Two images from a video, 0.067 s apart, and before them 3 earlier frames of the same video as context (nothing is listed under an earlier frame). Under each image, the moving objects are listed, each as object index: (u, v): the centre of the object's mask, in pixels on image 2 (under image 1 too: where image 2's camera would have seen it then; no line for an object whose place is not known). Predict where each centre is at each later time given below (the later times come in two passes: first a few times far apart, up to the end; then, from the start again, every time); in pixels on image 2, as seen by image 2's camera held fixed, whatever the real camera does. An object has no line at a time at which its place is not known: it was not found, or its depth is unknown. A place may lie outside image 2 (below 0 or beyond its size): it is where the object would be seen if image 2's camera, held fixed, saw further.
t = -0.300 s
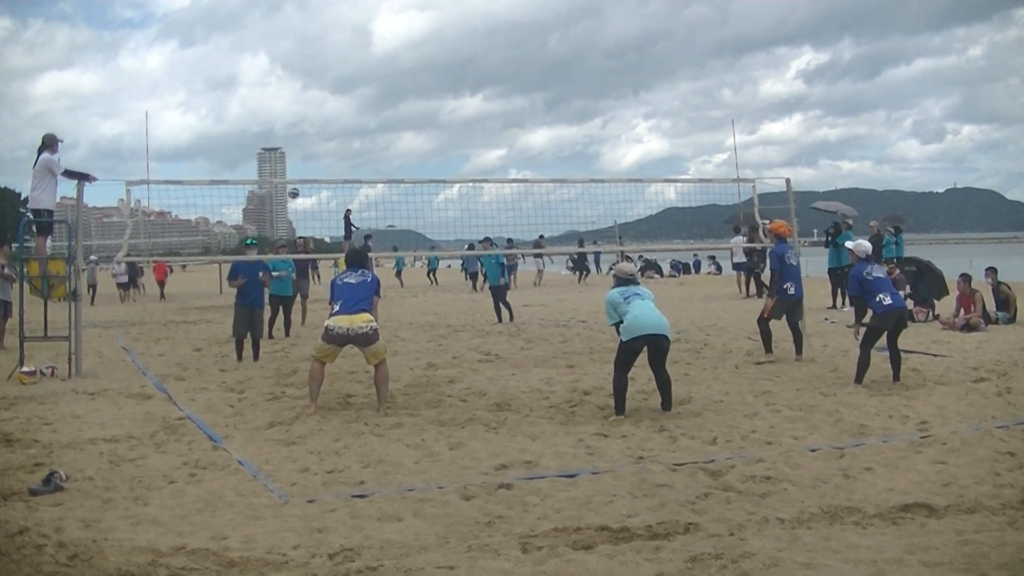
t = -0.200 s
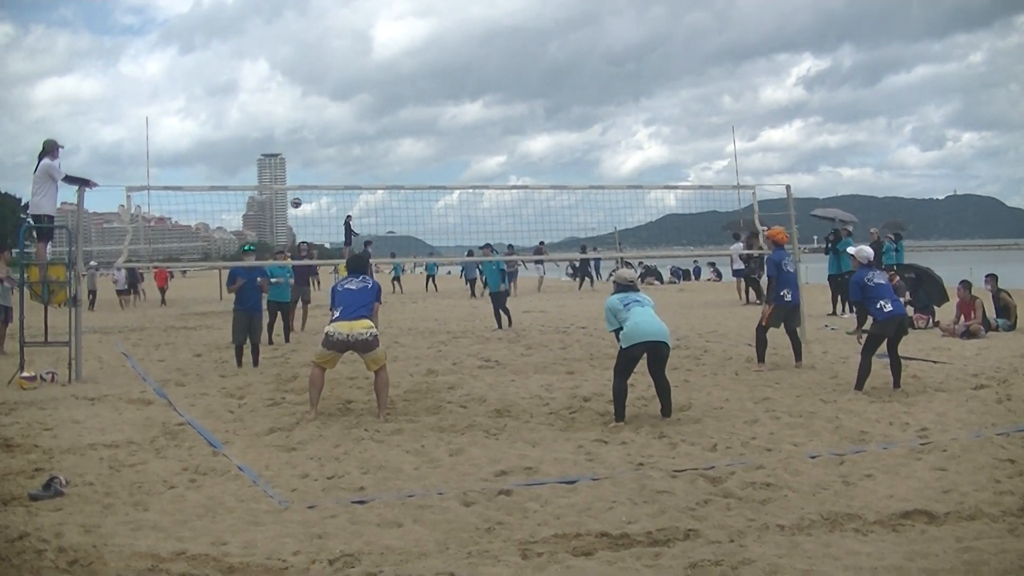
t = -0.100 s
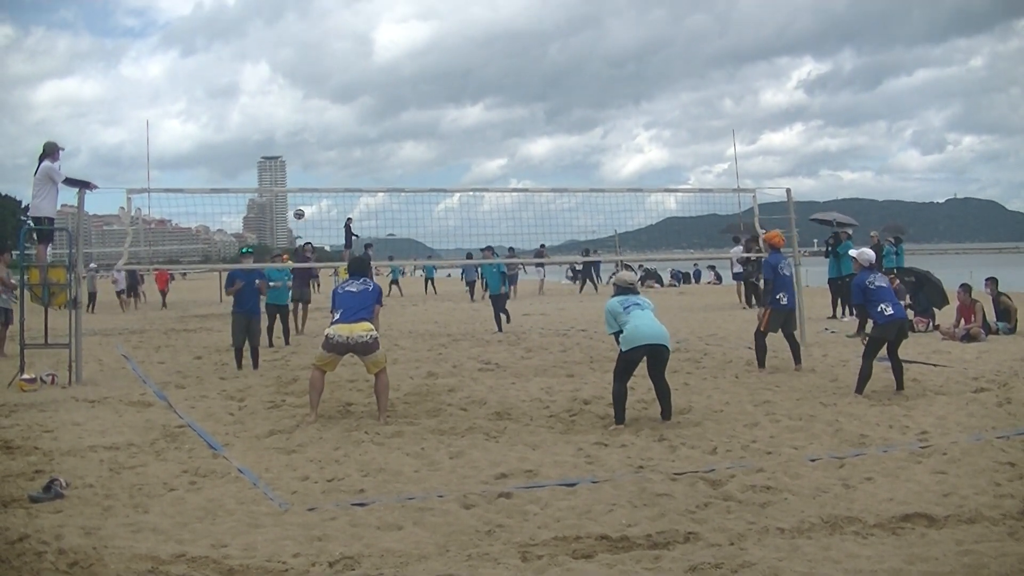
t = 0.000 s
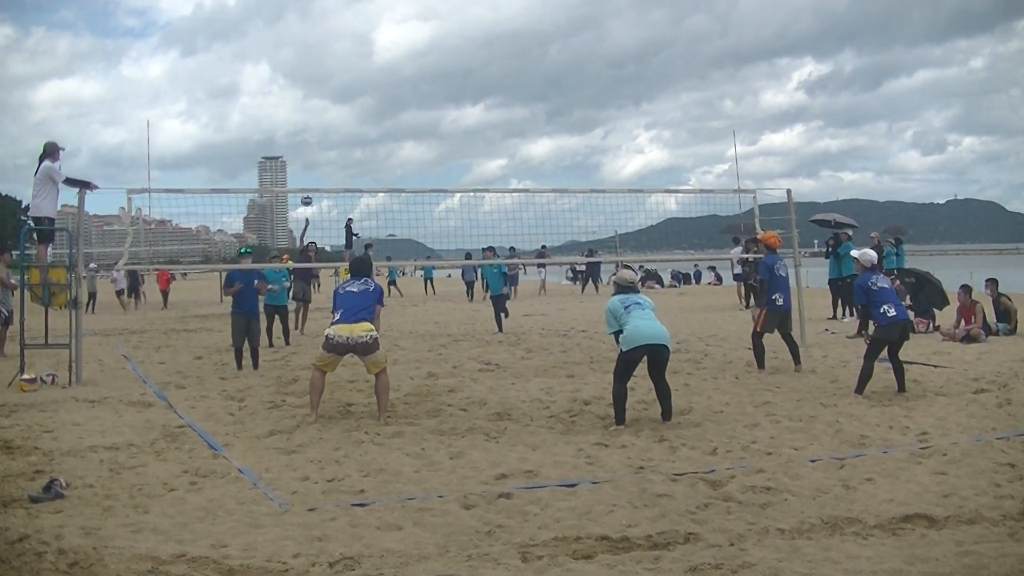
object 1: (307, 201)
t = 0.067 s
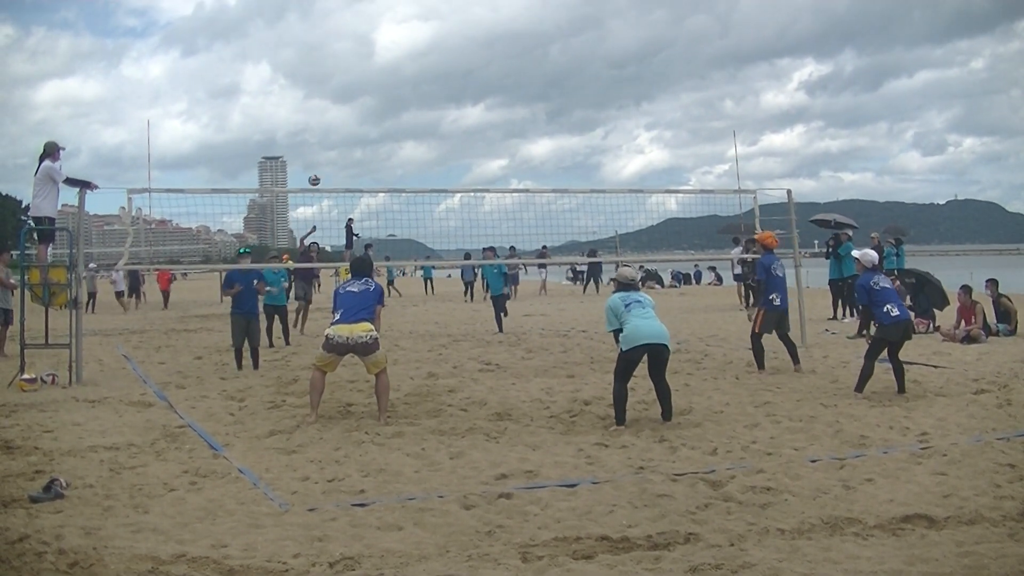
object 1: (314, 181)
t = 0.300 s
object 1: (343, 118)
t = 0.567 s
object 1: (387, 68)
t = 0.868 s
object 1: (459, 63)
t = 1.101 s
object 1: (534, 115)
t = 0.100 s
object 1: (318, 170)
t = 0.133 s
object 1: (322, 161)
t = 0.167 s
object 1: (326, 152)
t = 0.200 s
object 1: (330, 142)
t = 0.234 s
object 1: (334, 134)
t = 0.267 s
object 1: (339, 125)
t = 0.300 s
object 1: (343, 118)
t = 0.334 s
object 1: (348, 110)
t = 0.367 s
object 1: (353, 102)
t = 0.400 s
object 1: (358, 95)
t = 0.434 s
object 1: (363, 89)
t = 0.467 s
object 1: (369, 83)
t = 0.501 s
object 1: (374, 77)
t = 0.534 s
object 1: (380, 72)
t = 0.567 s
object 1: (387, 68)
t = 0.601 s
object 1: (393, 64)
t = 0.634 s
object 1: (400, 61)
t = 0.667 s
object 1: (408, 58)
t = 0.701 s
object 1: (415, 57)
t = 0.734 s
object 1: (424, 56)
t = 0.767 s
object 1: (432, 56)
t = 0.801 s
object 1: (441, 58)
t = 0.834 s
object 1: (450, 60)
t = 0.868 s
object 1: (459, 63)
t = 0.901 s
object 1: (469, 66)
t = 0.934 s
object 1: (479, 71)
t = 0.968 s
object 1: (489, 77)
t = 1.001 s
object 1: (499, 84)
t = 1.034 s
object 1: (511, 93)
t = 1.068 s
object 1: (522, 103)
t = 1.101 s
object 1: (534, 115)
